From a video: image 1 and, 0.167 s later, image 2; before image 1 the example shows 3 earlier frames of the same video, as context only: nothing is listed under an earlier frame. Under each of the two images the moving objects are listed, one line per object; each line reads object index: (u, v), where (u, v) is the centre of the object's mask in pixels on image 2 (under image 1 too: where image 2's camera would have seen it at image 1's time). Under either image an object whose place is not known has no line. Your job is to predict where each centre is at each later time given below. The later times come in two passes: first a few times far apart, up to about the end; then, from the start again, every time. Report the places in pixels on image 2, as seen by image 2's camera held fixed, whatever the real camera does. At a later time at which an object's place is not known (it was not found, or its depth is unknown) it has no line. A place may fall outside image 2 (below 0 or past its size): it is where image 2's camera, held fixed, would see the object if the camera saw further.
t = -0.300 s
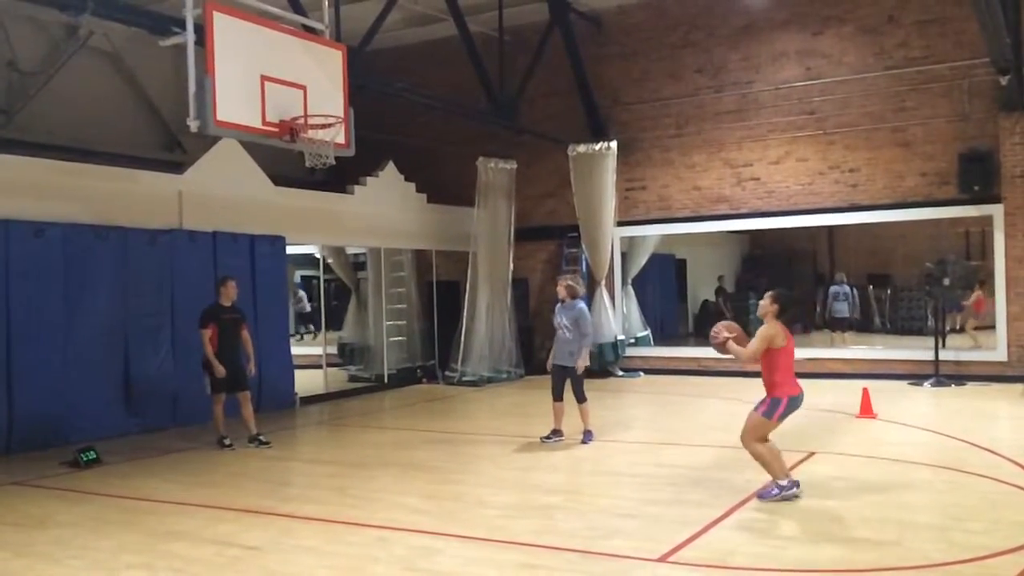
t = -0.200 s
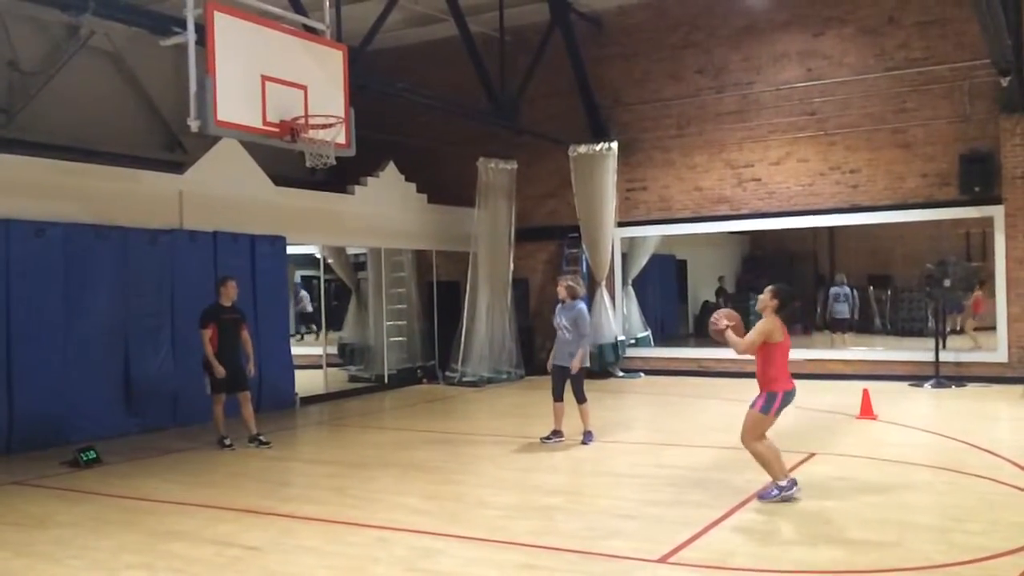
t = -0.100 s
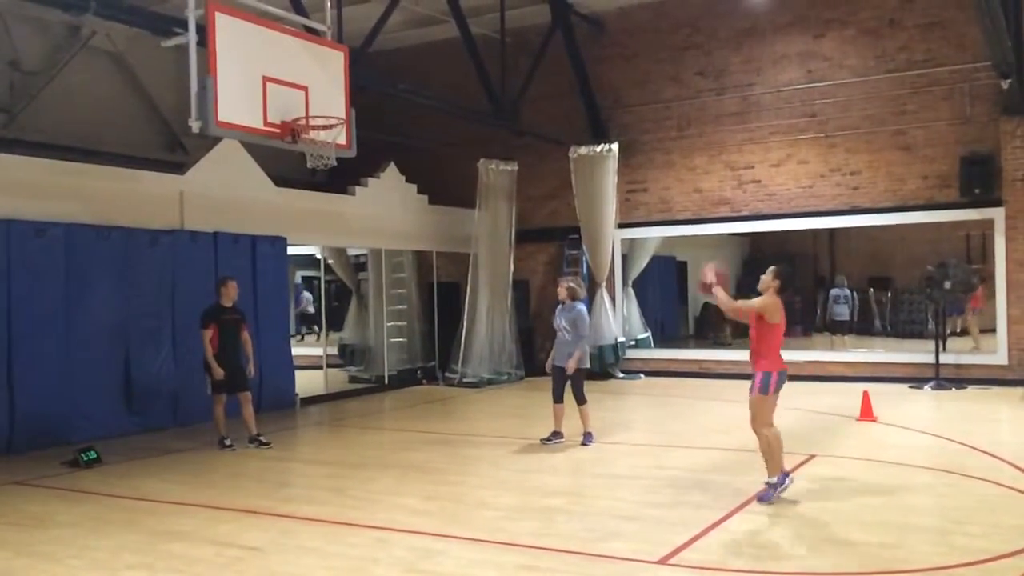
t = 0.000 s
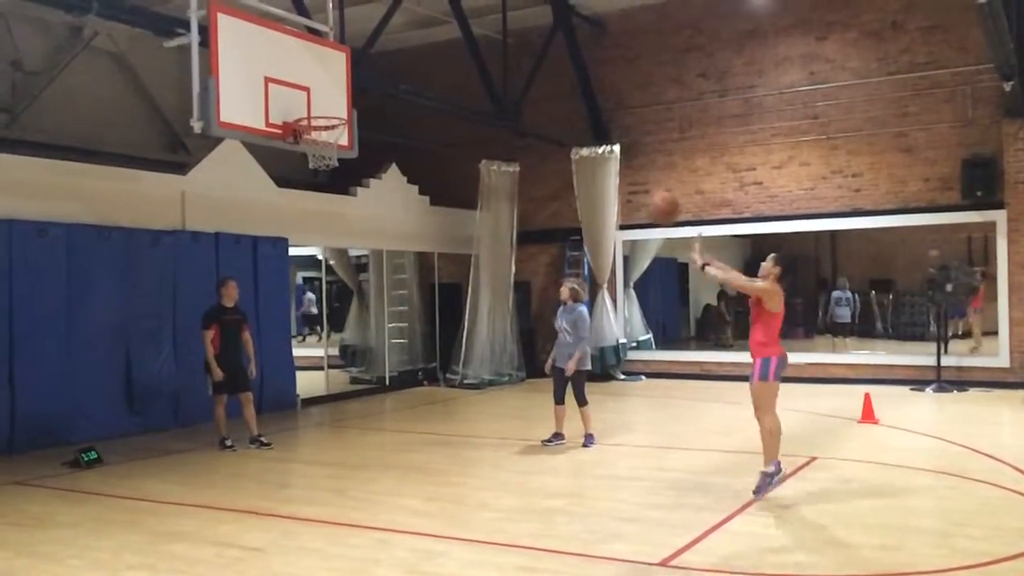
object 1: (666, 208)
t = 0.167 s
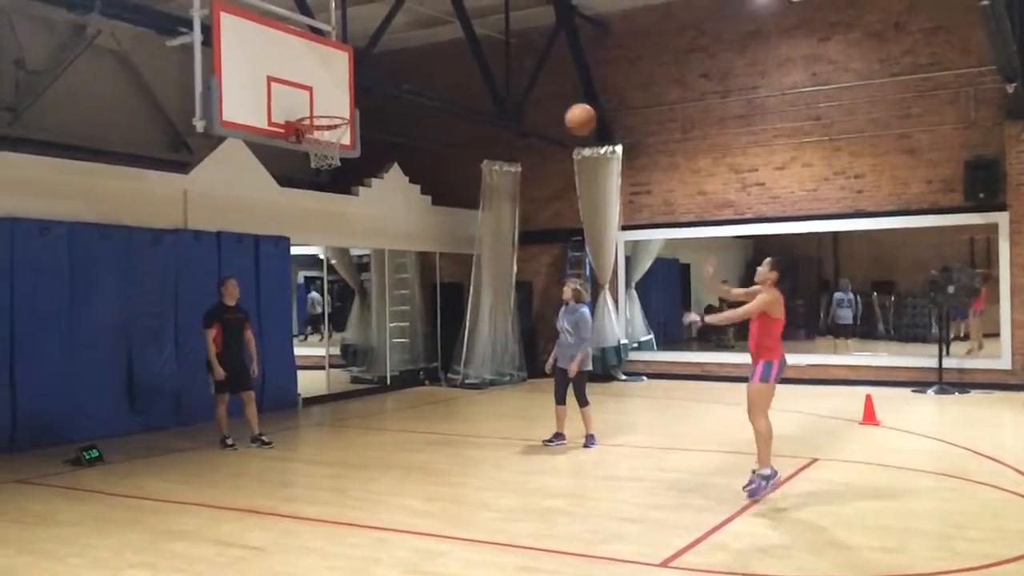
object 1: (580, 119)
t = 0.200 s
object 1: (565, 107)
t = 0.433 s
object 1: (465, 64)
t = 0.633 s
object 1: (390, 80)
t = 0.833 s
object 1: (360, 92)
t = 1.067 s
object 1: (387, 81)
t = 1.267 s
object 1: (411, 119)
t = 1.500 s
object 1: (439, 216)
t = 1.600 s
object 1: (451, 276)
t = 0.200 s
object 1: (565, 107)
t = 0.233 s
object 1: (549, 97)
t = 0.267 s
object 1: (535, 87)
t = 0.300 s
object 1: (520, 80)
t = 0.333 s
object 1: (506, 74)
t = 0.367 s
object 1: (492, 69)
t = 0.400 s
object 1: (479, 66)
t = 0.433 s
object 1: (465, 64)
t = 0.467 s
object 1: (452, 63)
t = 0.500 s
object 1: (440, 64)
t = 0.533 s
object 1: (427, 67)
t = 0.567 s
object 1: (415, 71)
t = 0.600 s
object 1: (403, 75)
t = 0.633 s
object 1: (390, 80)
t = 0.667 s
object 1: (379, 87)
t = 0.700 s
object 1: (367, 95)
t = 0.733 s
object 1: (357, 104)
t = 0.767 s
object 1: (354, 105)
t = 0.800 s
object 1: (357, 98)
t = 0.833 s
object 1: (360, 92)
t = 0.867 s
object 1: (365, 87)
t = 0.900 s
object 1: (367, 83)
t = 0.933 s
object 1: (371, 80)
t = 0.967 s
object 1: (375, 78)
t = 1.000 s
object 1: (379, 78)
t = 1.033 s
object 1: (383, 79)
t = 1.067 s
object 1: (387, 81)
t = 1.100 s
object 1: (391, 84)
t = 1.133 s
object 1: (395, 88)
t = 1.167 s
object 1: (399, 94)
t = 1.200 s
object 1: (403, 101)
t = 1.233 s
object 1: (407, 109)
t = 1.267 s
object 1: (411, 119)
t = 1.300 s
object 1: (414, 129)
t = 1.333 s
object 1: (419, 140)
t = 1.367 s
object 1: (423, 153)
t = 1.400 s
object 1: (427, 167)
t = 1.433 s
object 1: (431, 182)
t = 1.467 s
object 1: (435, 198)
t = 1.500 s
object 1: (439, 216)
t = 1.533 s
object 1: (443, 235)
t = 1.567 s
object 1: (449, 253)
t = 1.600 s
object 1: (451, 276)
